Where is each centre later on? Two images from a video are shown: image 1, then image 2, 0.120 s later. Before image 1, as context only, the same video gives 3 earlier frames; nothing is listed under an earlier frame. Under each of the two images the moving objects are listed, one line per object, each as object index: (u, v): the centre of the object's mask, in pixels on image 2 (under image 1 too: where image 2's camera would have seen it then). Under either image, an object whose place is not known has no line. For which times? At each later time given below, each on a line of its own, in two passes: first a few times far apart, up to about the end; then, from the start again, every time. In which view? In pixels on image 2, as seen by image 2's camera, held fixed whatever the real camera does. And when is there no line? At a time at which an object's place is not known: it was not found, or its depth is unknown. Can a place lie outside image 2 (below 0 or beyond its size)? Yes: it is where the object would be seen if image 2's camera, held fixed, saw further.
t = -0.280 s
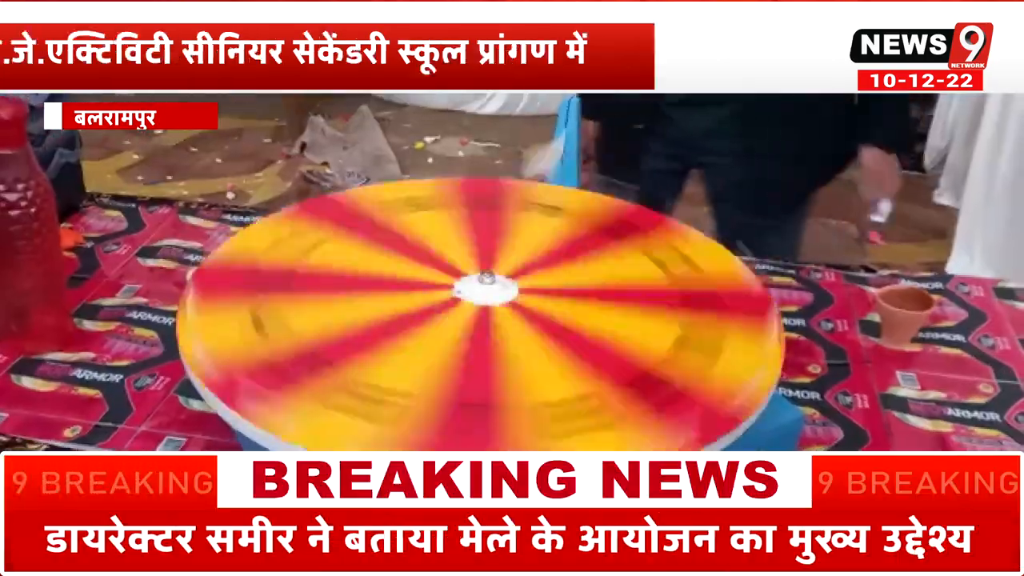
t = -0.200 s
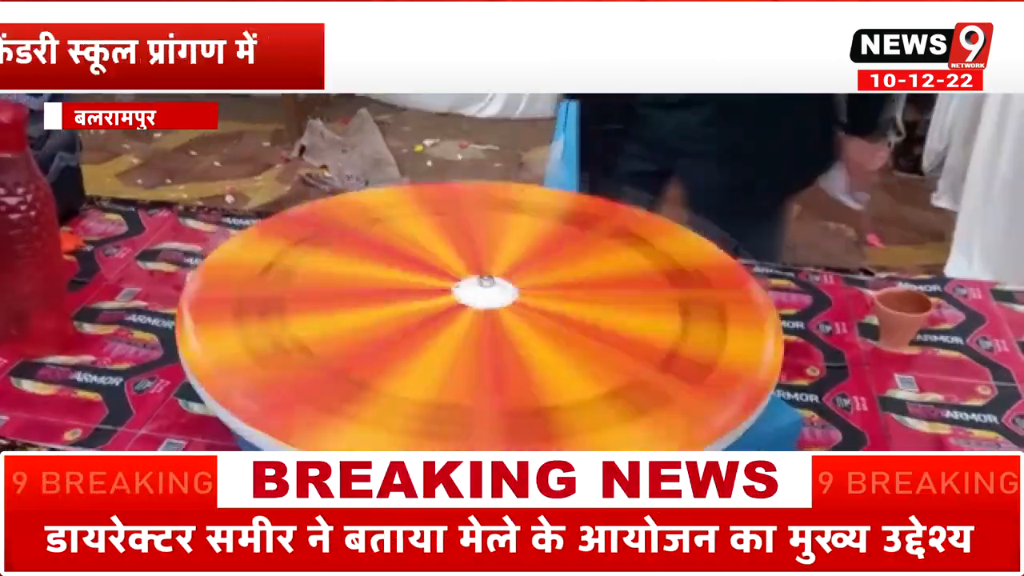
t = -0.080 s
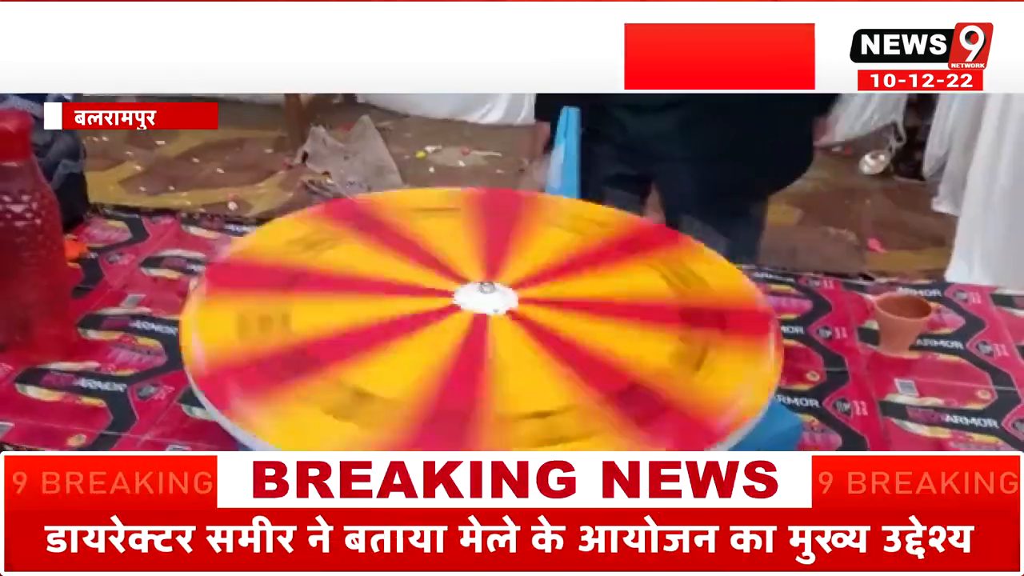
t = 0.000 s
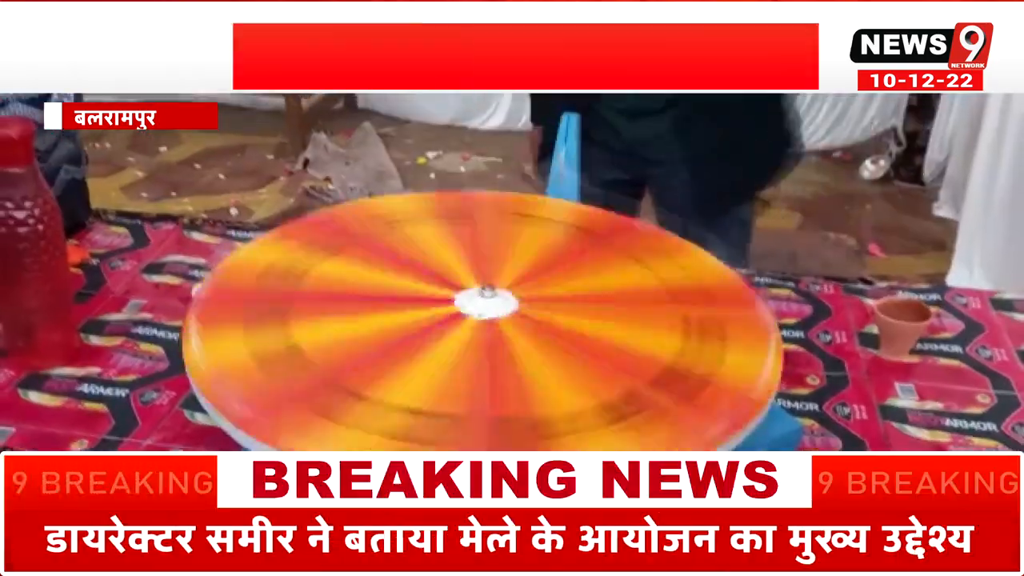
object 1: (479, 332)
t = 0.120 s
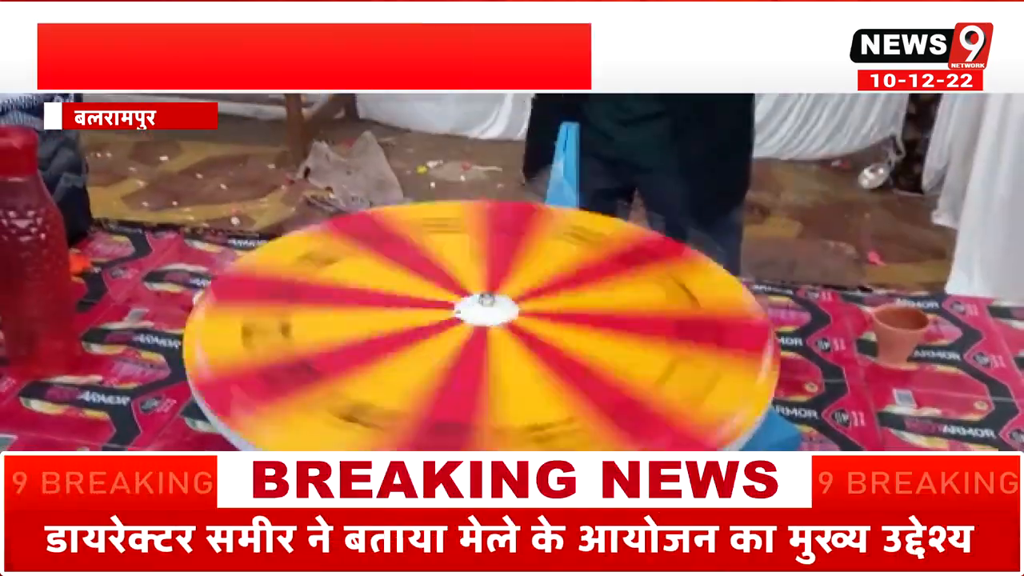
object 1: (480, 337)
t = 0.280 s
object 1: (477, 344)
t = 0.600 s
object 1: (474, 350)
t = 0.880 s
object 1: (470, 348)
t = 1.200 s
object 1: (457, 355)
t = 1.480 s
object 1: (448, 358)
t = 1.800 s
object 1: (442, 356)
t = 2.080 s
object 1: (444, 352)
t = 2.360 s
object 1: (446, 353)
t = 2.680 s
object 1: (462, 352)
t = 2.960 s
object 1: (489, 357)
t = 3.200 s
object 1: (502, 371)
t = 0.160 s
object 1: (480, 339)
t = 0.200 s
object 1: (479, 341)
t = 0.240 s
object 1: (478, 343)
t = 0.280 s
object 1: (477, 344)
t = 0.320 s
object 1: (476, 346)
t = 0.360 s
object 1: (476, 347)
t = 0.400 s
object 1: (476, 348)
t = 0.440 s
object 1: (476, 349)
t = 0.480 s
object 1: (475, 350)
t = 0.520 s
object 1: (475, 350)
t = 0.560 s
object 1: (474, 351)
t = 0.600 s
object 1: (474, 350)
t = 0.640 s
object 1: (473, 349)
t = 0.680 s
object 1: (472, 349)
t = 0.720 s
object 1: (471, 348)
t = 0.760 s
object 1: (470, 348)
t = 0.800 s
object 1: (470, 348)
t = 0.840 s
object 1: (470, 348)
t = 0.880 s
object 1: (470, 348)
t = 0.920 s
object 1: (470, 348)
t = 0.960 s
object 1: (469, 349)
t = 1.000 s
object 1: (468, 350)
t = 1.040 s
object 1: (466, 351)
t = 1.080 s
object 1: (464, 352)
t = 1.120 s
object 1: (462, 353)
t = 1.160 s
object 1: (459, 354)
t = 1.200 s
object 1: (457, 355)
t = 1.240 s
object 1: (454, 355)
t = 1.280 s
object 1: (452, 355)
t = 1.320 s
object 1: (449, 356)
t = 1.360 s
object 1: (447, 356)
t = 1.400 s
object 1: (446, 357)
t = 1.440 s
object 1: (447, 357)
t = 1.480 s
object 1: (448, 358)
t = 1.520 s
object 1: (448, 359)
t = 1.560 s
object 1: (448, 359)
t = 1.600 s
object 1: (447, 359)
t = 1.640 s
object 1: (446, 358)
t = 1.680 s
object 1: (445, 358)
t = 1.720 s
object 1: (444, 357)
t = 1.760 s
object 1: (443, 356)
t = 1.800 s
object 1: (442, 356)
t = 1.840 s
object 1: (442, 356)
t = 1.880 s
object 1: (443, 355)
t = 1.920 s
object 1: (443, 355)
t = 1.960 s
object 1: (444, 354)
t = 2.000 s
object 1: (444, 353)
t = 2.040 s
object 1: (444, 353)
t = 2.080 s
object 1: (444, 352)
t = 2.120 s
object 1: (444, 353)
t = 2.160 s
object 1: (444, 353)
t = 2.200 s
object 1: (444, 353)
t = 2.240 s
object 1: (444, 353)
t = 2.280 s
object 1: (444, 353)
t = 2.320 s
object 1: (445, 353)
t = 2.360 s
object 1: (446, 353)
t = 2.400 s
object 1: (447, 353)
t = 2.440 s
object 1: (448, 353)
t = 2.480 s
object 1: (449, 353)
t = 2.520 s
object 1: (451, 353)
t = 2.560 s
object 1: (453, 353)
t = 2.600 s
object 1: (456, 353)
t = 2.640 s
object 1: (459, 353)
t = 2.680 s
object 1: (462, 352)
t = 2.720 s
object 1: (466, 352)
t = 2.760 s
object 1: (470, 352)
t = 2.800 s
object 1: (474, 353)
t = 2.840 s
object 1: (479, 354)
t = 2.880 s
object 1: (483, 355)
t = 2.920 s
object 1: (486, 356)
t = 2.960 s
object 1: (489, 357)
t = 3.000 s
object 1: (492, 359)
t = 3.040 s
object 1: (496, 361)
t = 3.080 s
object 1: (498, 364)
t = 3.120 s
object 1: (500, 366)
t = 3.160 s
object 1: (501, 368)
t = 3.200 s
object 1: (502, 371)
